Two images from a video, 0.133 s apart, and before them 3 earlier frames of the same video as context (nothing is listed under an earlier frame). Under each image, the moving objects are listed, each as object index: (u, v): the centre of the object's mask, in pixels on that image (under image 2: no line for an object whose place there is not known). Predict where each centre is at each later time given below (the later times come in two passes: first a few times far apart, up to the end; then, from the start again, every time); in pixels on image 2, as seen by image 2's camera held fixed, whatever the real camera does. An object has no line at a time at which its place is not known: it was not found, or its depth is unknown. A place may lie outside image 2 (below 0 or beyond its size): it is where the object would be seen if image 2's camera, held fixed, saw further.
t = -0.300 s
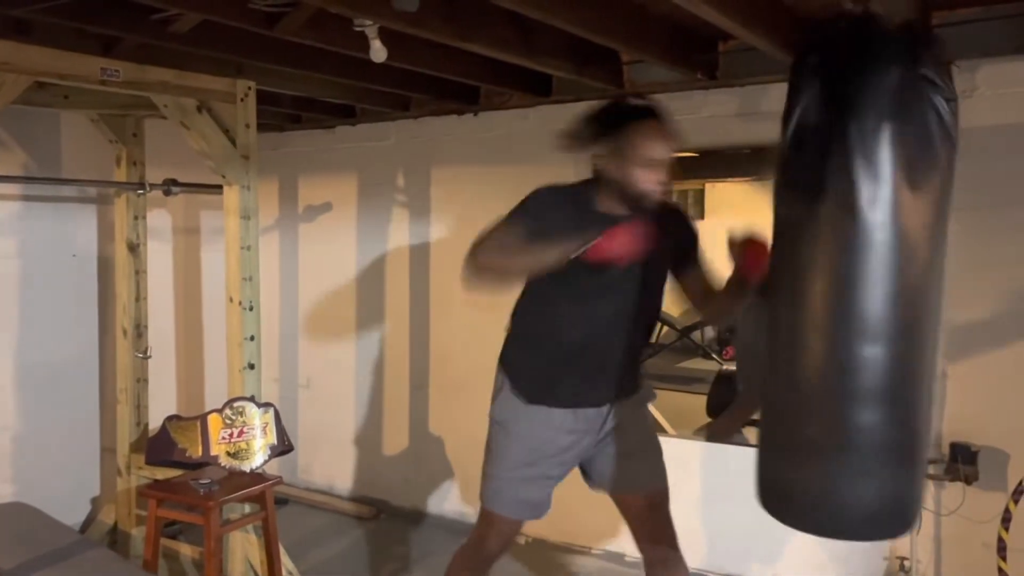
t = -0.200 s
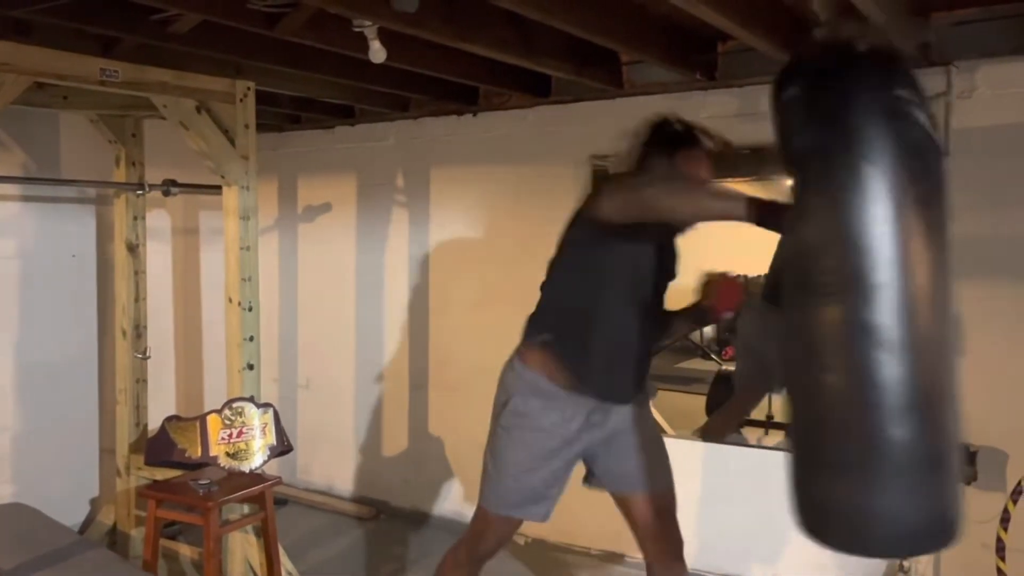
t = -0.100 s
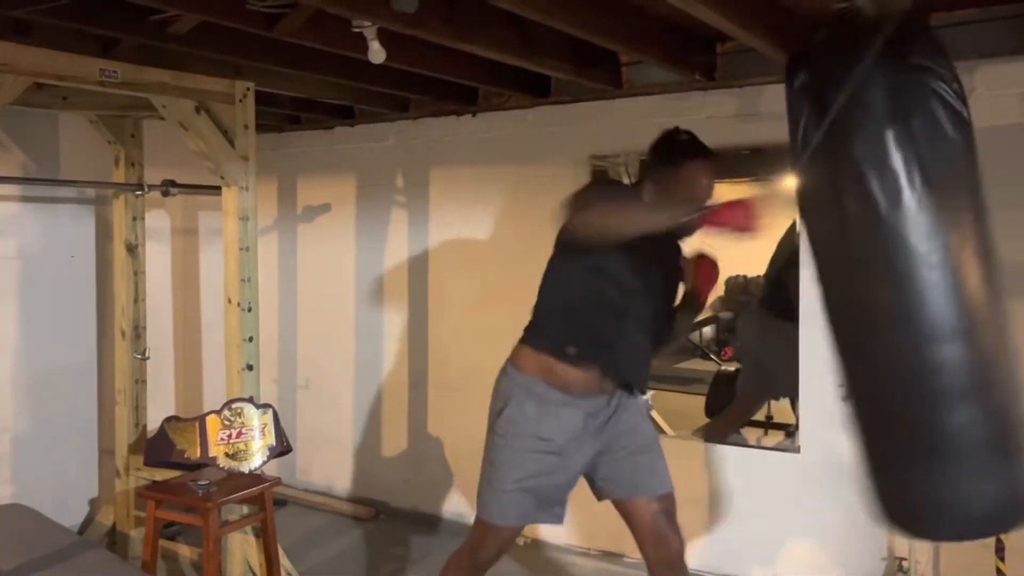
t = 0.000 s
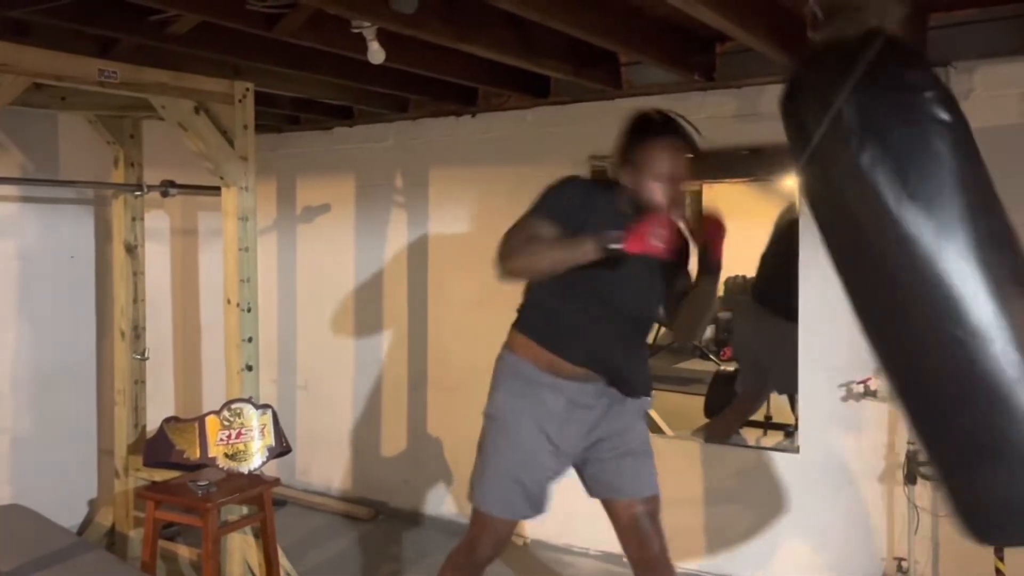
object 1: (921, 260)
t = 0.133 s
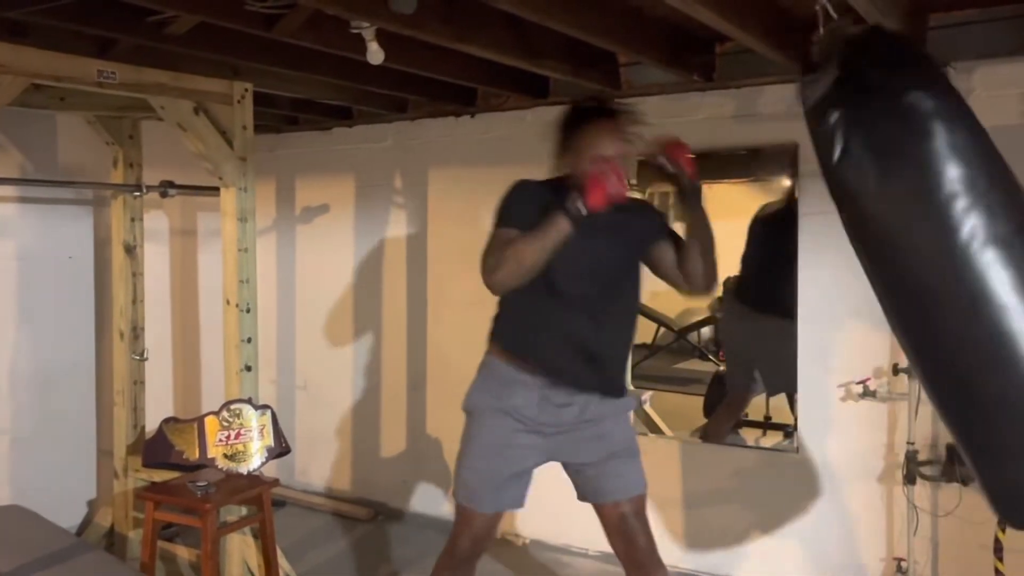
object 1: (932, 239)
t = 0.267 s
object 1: (923, 234)
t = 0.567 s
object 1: (848, 301)
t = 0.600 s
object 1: (830, 298)
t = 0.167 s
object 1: (932, 236)
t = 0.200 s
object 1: (929, 232)
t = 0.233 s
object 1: (928, 234)
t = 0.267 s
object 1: (923, 234)
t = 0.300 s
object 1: (925, 246)
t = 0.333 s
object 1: (924, 256)
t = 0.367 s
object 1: (921, 266)
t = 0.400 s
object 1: (917, 279)
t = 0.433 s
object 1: (910, 290)
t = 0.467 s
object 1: (899, 299)
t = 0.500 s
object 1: (883, 304)
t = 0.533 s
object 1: (864, 302)
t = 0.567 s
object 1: (848, 301)
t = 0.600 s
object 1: (830, 298)
